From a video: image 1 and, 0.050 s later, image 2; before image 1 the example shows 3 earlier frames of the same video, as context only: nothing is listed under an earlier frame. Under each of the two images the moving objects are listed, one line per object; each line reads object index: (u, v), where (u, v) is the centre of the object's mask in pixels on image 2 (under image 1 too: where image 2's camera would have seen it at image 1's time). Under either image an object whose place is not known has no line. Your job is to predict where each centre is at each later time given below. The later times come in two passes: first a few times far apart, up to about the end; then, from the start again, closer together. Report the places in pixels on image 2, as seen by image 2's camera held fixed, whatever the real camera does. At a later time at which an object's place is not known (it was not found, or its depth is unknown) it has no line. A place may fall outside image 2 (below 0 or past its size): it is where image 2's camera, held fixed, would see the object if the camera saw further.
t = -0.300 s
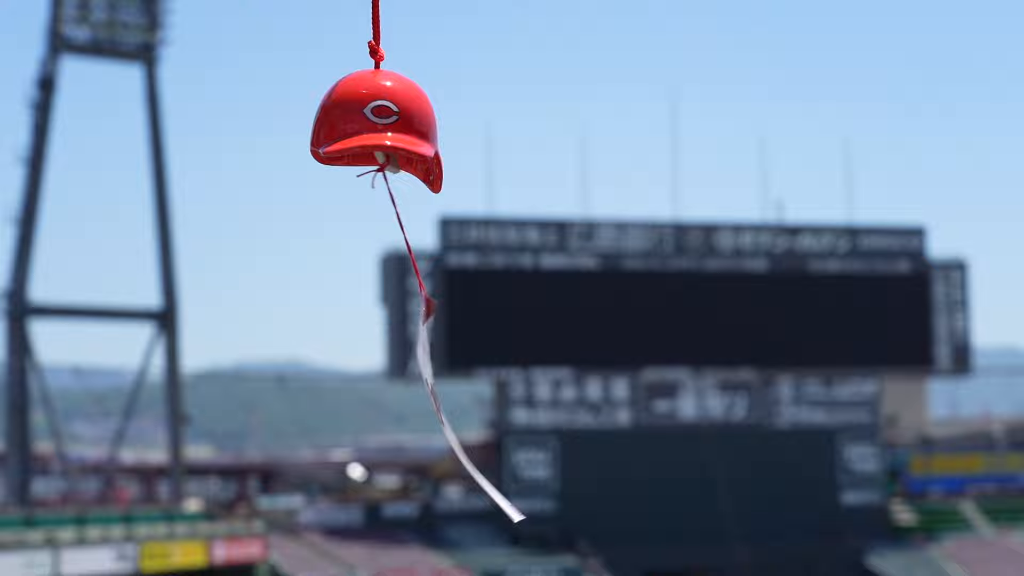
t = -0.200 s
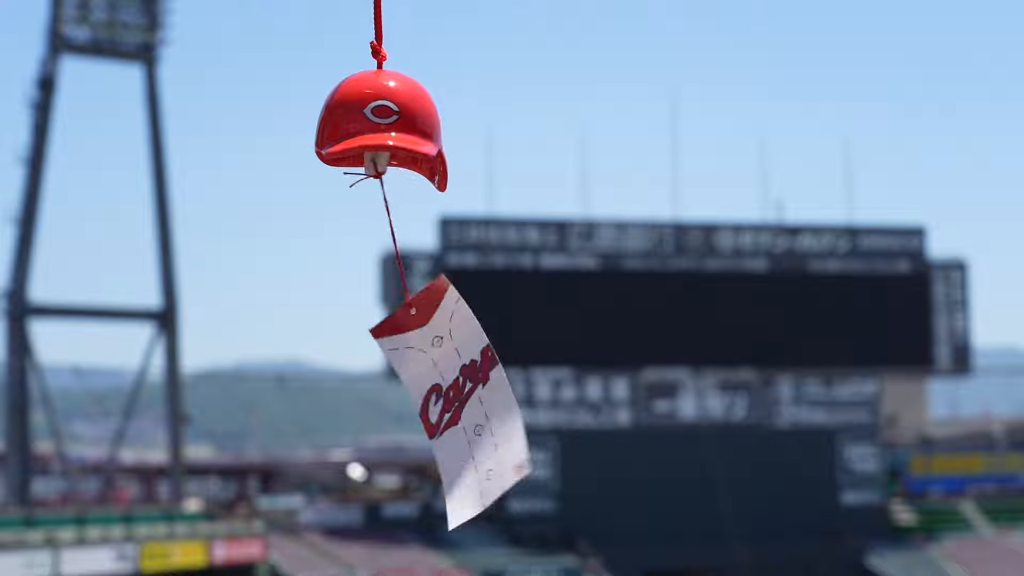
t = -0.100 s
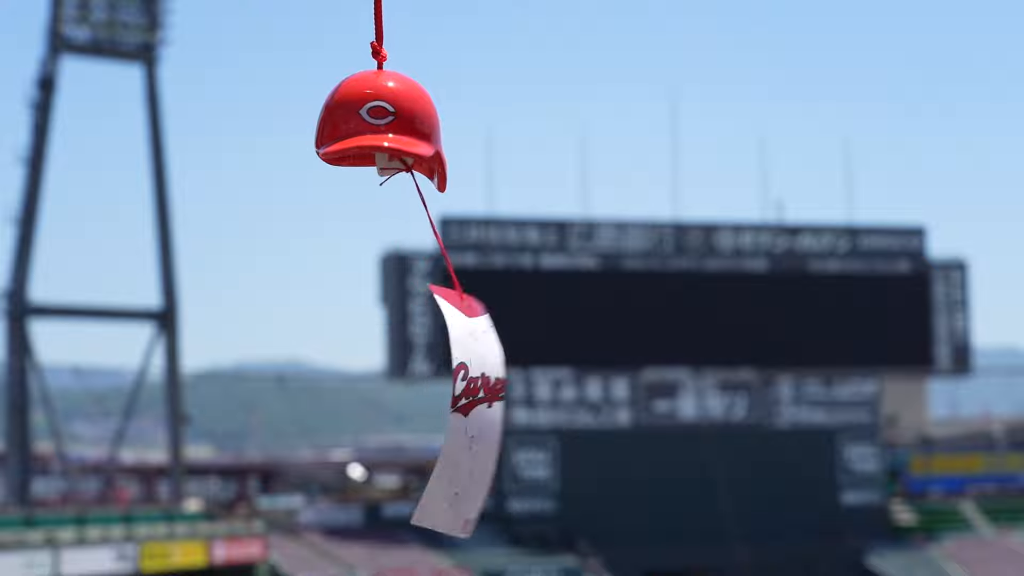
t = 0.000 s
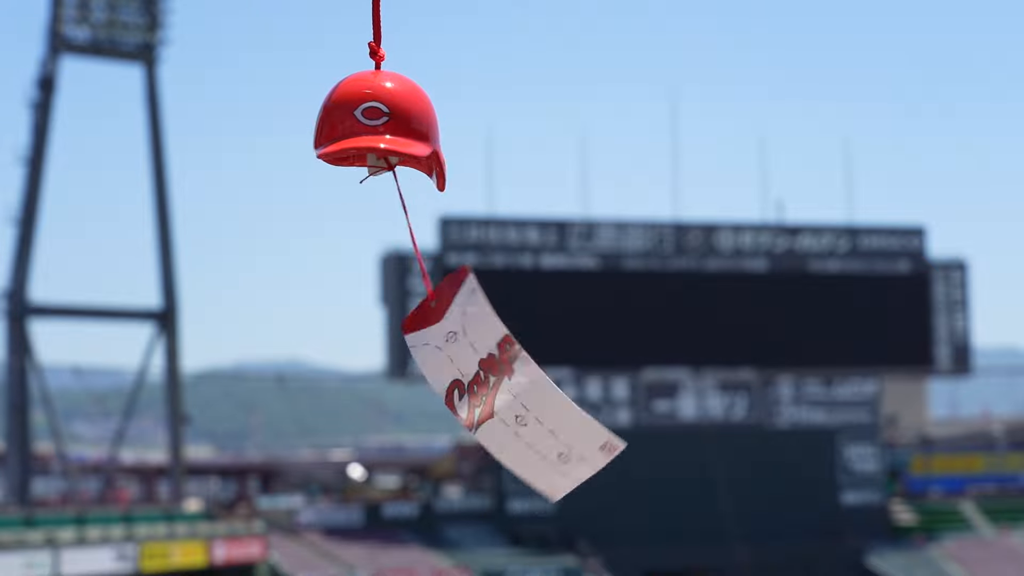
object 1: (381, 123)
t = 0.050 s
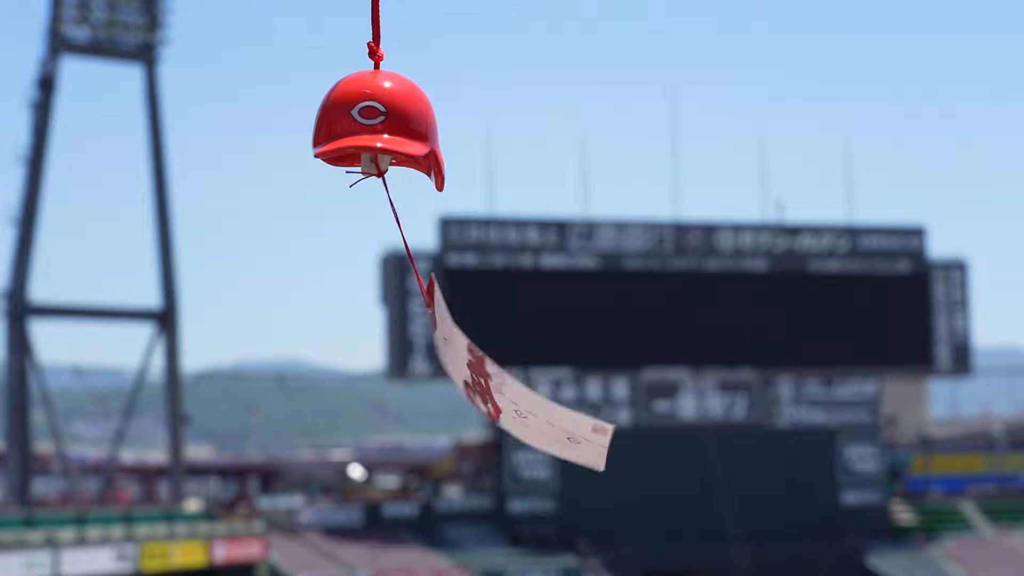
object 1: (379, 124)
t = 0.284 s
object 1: (376, 121)
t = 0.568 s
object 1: (385, 122)
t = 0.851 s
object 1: (381, 123)
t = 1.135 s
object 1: (377, 123)
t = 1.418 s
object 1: (385, 122)
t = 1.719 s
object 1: (379, 123)
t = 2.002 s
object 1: (377, 125)
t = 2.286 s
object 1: (382, 124)
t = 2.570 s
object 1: (376, 125)
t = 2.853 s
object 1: (373, 127)
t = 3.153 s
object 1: (388, 120)
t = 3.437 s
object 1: (379, 121)
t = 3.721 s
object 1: (375, 125)
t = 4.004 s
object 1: (387, 123)
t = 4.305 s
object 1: (384, 121)
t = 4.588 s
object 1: (374, 124)
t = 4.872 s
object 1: (380, 125)
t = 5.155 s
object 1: (379, 123)
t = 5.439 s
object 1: (374, 126)
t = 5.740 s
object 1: (378, 124)
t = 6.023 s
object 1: (381, 124)
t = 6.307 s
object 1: (375, 125)
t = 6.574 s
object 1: (378, 124)
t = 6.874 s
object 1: (382, 122)
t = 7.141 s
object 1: (377, 125)
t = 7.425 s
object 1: (376, 125)
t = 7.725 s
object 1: (386, 123)
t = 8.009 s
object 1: (374, 125)
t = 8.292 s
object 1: (374, 124)
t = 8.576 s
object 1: (388, 122)
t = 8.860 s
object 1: (379, 127)
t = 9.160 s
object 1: (371, 126)
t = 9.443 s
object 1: (387, 123)
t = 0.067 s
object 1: (379, 124)
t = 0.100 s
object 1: (378, 122)
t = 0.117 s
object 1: (376, 124)
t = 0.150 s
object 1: (375, 122)
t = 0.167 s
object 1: (374, 122)
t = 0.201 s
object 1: (372, 123)
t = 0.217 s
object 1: (373, 122)
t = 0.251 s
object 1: (374, 123)
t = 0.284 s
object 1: (376, 121)
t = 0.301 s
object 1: (375, 121)
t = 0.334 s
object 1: (378, 123)
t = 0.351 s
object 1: (378, 121)
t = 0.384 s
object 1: (378, 122)
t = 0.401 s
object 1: (378, 122)
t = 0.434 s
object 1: (380, 123)
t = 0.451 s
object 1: (379, 122)
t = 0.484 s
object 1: (380, 123)
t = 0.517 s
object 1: (381, 122)
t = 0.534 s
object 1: (383, 124)
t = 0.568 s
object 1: (385, 122)
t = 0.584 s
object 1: (385, 124)
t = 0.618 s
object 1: (386, 123)
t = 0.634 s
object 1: (386, 123)
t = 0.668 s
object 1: (388, 123)
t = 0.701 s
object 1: (385, 123)
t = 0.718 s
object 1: (385, 122)
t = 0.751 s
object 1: (384, 122)
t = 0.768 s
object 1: (381, 122)
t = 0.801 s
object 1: (382, 124)
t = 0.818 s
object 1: (383, 123)
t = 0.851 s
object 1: (381, 123)
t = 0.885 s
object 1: (380, 123)
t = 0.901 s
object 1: (380, 122)
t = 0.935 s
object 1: (379, 123)
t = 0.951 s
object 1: (377, 124)
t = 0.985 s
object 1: (376, 122)
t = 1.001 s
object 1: (375, 122)
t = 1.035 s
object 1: (375, 123)
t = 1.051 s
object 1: (375, 122)
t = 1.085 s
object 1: (375, 122)
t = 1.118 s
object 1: (378, 122)
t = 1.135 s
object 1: (377, 123)
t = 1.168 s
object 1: (379, 123)
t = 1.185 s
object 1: (380, 123)
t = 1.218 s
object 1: (379, 122)
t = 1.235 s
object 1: (380, 123)
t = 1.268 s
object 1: (380, 123)
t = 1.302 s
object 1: (380, 122)
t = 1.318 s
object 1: (383, 123)
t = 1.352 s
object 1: (383, 122)
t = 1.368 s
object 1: (383, 122)
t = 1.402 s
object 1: (385, 123)
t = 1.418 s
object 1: (385, 122)
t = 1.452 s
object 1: (386, 123)
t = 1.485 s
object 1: (384, 124)
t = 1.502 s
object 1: (383, 123)
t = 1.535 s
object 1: (382, 123)
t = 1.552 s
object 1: (383, 122)
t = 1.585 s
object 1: (383, 123)
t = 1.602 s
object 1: (383, 123)
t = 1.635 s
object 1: (381, 124)
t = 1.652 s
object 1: (381, 125)
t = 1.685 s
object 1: (381, 124)
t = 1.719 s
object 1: (379, 123)
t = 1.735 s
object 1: (377, 124)
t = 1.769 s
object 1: (375, 124)
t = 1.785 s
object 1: (375, 123)
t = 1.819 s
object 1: (375, 125)
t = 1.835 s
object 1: (375, 123)
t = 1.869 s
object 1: (376, 124)
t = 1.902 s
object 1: (376, 126)
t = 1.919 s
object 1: (377, 124)
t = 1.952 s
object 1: (376, 124)
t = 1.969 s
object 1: (376, 125)
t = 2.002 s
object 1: (377, 125)
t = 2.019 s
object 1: (377, 125)
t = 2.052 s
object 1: (376, 125)
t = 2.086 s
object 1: (378, 125)
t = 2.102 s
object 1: (377, 126)
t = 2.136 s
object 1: (379, 125)
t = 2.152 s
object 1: (380, 123)
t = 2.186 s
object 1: (381, 123)
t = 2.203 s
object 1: (383, 125)
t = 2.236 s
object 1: (383, 124)
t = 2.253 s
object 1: (383, 126)
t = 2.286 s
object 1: (382, 124)
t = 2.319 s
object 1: (381, 124)
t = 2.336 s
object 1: (380, 126)
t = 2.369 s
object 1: (381, 124)
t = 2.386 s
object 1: (379, 123)
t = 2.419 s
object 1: (378, 124)
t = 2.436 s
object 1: (379, 124)
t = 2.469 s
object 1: (379, 125)
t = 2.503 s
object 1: (378, 126)
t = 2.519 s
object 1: (378, 125)
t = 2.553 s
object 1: (378, 124)
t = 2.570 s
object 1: (376, 125)
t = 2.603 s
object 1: (376, 125)
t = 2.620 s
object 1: (376, 124)
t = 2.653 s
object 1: (374, 124)
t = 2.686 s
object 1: (372, 125)
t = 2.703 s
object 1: (372, 125)
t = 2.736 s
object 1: (373, 125)
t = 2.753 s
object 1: (372, 126)
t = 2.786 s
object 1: (371, 126)
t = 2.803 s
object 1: (373, 125)
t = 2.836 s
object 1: (373, 126)
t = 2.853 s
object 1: (373, 127)
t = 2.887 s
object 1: (374, 127)
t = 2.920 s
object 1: (376, 126)
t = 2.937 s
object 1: (376, 126)
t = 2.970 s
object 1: (379, 122)
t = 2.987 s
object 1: (379, 123)
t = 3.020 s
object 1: (379, 123)
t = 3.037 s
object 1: (381, 122)
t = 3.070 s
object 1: (384, 124)
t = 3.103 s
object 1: (385, 123)
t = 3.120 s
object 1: (385, 120)
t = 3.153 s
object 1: (388, 120)
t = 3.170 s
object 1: (389, 120)
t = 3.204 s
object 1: (388, 122)
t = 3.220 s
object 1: (387, 124)
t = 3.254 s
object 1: (386, 123)
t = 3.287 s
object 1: (385, 122)
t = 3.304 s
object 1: (386, 122)
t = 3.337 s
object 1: (385, 121)
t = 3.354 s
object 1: (383, 122)
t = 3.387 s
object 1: (380, 121)
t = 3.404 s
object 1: (380, 120)
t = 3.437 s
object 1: (379, 121)
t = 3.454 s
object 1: (379, 121)
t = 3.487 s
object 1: (377, 121)
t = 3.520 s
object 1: (377, 122)
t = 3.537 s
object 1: (375, 124)
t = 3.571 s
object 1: (374, 125)
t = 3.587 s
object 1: (374, 125)
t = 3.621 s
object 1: (371, 123)
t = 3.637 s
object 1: (372, 122)
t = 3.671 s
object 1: (374, 125)
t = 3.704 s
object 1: (374, 124)
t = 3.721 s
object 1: (375, 125)
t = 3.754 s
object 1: (375, 123)
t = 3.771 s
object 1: (376, 124)
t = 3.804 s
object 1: (377, 125)
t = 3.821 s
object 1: (378, 124)
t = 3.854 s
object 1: (378, 125)
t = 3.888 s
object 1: (379, 122)
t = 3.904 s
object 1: (380, 122)
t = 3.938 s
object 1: (382, 124)
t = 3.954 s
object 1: (383, 124)
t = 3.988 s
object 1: (386, 123)
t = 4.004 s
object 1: (387, 123)
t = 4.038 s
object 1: (388, 120)
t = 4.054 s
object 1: (387, 122)
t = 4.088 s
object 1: (388, 121)
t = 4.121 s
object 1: (387, 122)
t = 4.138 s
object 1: (388, 122)
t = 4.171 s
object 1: (387, 121)
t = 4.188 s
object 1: (386, 122)
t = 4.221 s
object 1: (386, 122)
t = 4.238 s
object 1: (386, 121)
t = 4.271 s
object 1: (384, 122)
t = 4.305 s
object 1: (384, 121)
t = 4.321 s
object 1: (381, 122)
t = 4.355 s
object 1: (379, 123)
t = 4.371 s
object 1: (380, 122)
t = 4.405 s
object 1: (379, 122)
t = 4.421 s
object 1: (377, 122)
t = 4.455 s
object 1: (377, 123)
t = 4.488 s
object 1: (377, 124)
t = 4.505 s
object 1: (377, 123)
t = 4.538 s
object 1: (374, 124)
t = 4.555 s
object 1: (375, 125)
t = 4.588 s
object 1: (374, 124)
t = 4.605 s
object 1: (374, 123)
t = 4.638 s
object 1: (374, 125)
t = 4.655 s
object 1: (375, 124)
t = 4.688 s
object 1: (376, 123)
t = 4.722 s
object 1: (378, 123)
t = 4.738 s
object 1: (379, 123)
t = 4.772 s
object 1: (378, 124)
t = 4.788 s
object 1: (379, 123)
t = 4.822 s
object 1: (379, 123)
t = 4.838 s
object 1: (379, 125)
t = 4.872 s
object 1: (380, 125)
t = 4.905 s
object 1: (381, 122)
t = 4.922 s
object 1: (382, 124)
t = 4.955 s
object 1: (382, 125)
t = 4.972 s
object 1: (382, 123)
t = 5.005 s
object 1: (383, 123)
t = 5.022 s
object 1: (382, 124)
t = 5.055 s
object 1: (382, 123)
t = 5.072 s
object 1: (382, 123)
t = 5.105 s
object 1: (380, 124)
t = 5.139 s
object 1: (379, 123)
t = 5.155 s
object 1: (379, 123)
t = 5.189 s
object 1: (379, 124)
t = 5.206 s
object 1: (379, 123)
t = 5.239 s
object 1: (379, 123)
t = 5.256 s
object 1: (379, 124)
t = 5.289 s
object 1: (377, 126)
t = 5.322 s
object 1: (377, 124)
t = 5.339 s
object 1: (376, 124)
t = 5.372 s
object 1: (375, 127)
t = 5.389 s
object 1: (375, 126)
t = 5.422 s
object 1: (374, 125)
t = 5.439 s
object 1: (374, 126)
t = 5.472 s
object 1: (375, 126)
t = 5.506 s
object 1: (376, 125)
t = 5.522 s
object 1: (376, 126)
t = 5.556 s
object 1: (376, 126)
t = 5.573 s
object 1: (377, 125)
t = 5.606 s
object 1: (377, 126)
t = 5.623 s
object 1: (377, 127)
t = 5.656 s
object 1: (378, 126)
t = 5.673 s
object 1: (377, 125)
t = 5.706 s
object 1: (376, 125)
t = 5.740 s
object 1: (378, 124)
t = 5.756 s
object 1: (378, 123)
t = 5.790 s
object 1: (379, 124)
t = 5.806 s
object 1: (380, 124)
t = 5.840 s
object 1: (380, 122)
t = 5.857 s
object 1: (379, 123)
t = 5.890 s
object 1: (379, 123)
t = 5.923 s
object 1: (380, 123)
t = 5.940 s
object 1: (379, 123)
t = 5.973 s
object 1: (380, 122)
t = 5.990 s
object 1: (381, 123)
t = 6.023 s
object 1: (381, 124)
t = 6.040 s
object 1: (381, 124)
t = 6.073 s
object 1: (380, 123)
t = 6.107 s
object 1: (380, 124)
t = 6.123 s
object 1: (380, 123)
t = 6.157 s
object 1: (378, 124)
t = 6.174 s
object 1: (377, 125)
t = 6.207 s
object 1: (377, 125)
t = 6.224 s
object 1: (377, 124)
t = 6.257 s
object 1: (377, 123)
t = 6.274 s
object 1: (376, 125)
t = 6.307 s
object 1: (375, 125)
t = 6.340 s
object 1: (376, 125)
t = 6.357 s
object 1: (376, 124)
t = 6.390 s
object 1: (376, 124)
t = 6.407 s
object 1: (375, 125)
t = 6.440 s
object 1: (376, 124)
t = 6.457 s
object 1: (375, 124)
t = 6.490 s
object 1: (377, 125)
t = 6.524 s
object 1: (377, 123)
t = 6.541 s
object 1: (378, 123)
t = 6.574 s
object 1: (378, 124)
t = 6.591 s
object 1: (378, 125)
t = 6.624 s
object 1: (378, 125)
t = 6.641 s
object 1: (380, 124)
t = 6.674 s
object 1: (380, 123)
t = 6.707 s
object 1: (381, 122)
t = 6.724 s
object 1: (382, 124)
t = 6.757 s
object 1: (382, 124)
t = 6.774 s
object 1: (382, 122)
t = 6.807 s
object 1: (383, 122)
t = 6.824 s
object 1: (383, 122)
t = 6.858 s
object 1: (382, 123)
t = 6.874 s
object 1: (382, 122)
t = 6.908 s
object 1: (382, 123)
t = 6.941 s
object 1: (382, 124)
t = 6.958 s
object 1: (381, 123)
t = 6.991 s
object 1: (382, 122)
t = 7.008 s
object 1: (381, 122)
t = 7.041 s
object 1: (379, 123)
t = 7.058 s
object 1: (379, 124)
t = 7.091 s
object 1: (379, 123)
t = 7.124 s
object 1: (377, 125)
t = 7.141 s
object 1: (377, 125)
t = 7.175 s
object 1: (376, 124)
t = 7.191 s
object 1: (375, 125)
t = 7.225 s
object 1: (376, 125)
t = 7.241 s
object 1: (375, 126)
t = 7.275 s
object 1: (376, 124)
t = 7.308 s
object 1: (375, 126)
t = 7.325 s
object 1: (376, 126)
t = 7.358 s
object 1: (375, 124)
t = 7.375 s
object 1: (375, 124)
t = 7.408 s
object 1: (376, 125)
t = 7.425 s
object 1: (376, 125)
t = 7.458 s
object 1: (376, 123)
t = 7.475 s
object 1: (377, 123)
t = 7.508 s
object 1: (379, 124)
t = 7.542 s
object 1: (381, 122)
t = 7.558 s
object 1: (382, 122)
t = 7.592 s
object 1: (384, 123)
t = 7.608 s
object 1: (385, 122)
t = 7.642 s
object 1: (384, 121)
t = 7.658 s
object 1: (384, 122)
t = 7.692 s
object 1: (386, 123)
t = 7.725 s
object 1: (386, 123)
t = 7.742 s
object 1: (384, 123)
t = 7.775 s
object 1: (385, 123)
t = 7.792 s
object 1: (385, 122)
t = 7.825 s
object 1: (385, 123)
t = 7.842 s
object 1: (385, 123)
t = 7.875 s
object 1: (383, 123)
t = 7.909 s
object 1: (381, 123)
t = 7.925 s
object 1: (381, 125)
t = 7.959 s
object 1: (379, 125)
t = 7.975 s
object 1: (377, 123)
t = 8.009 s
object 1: (374, 125)
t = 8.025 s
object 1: (374, 126)
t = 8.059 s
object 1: (373, 124)
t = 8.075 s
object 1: (371, 125)
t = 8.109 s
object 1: (371, 126)
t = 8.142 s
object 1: (371, 125)
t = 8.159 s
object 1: (372, 124)
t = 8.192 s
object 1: (372, 125)
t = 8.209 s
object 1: (372, 125)
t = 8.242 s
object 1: (373, 123)
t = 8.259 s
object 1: (373, 123)
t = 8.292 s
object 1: (374, 124)
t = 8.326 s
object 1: (375, 124)
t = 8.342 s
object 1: (376, 125)
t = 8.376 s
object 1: (378, 125)
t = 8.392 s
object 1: (377, 125)
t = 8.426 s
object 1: (380, 123)
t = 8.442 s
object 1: (382, 122)
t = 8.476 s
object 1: (383, 124)
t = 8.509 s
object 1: (386, 122)
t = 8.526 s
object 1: (386, 124)
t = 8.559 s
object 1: (386, 123)
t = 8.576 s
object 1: (388, 122)
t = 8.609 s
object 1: (387, 122)
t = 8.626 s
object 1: (386, 123)
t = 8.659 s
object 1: (386, 123)
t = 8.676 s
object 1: (385, 122)
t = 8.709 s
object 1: (385, 123)
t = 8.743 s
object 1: (384, 124)
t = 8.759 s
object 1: (384, 125)
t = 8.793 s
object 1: (382, 124)
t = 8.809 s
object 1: (381, 124)
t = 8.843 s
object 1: (379, 125)
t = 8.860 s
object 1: (379, 127)
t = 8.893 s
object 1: (376, 126)
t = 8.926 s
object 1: (373, 125)
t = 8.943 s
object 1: (373, 125)
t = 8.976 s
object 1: (371, 126)
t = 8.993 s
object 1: (371, 126)
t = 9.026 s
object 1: (370, 124)
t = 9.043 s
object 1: (370, 124)
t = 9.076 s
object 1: (370, 126)
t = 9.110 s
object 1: (371, 126)
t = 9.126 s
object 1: (371, 125)
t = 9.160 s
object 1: (371, 126)
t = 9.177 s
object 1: (371, 126)
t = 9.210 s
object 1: (373, 125)
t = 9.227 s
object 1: (374, 124)
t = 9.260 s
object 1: (376, 124)
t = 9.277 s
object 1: (375, 124)
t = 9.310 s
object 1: (378, 126)
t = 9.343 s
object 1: (380, 124)
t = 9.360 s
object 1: (382, 125)
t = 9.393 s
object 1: (385, 124)
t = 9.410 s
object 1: (386, 123)
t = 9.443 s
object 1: (387, 123)
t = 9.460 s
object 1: (387, 124)
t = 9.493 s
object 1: (387, 123)
